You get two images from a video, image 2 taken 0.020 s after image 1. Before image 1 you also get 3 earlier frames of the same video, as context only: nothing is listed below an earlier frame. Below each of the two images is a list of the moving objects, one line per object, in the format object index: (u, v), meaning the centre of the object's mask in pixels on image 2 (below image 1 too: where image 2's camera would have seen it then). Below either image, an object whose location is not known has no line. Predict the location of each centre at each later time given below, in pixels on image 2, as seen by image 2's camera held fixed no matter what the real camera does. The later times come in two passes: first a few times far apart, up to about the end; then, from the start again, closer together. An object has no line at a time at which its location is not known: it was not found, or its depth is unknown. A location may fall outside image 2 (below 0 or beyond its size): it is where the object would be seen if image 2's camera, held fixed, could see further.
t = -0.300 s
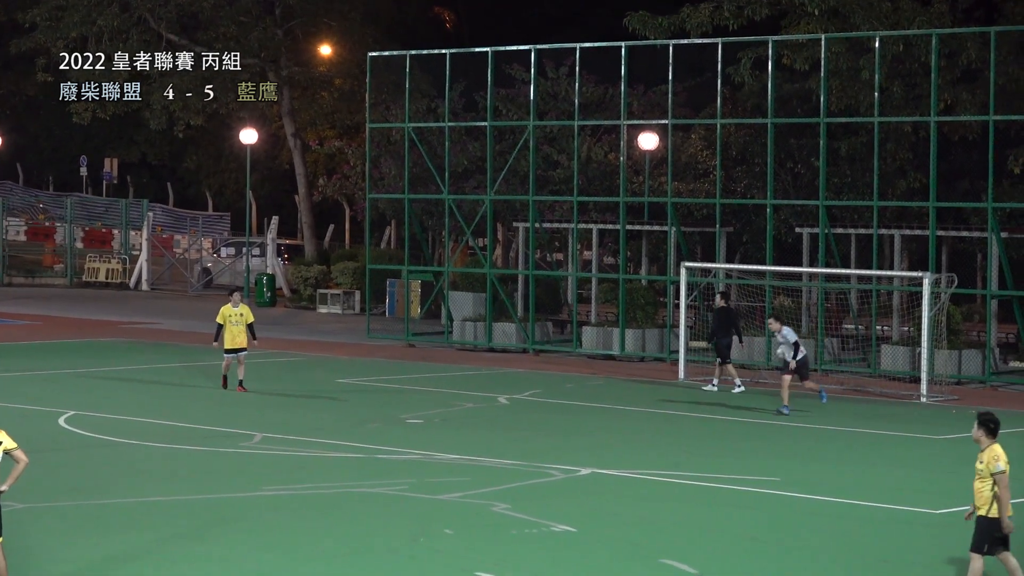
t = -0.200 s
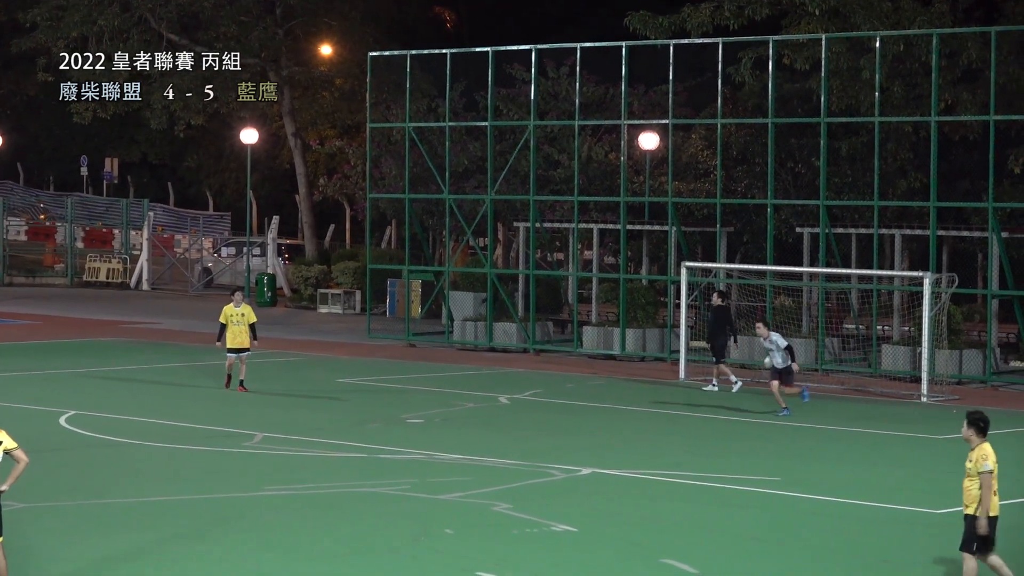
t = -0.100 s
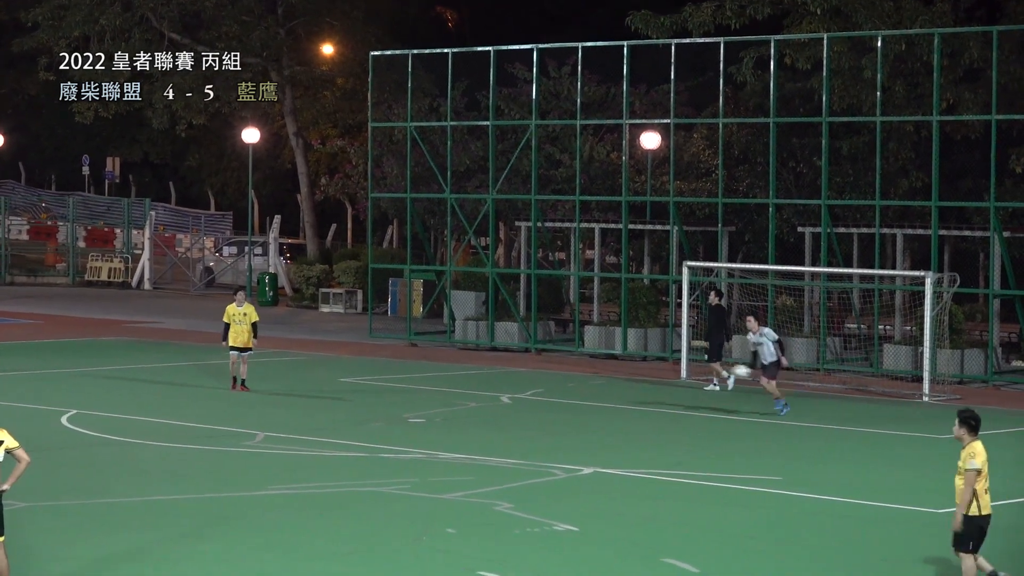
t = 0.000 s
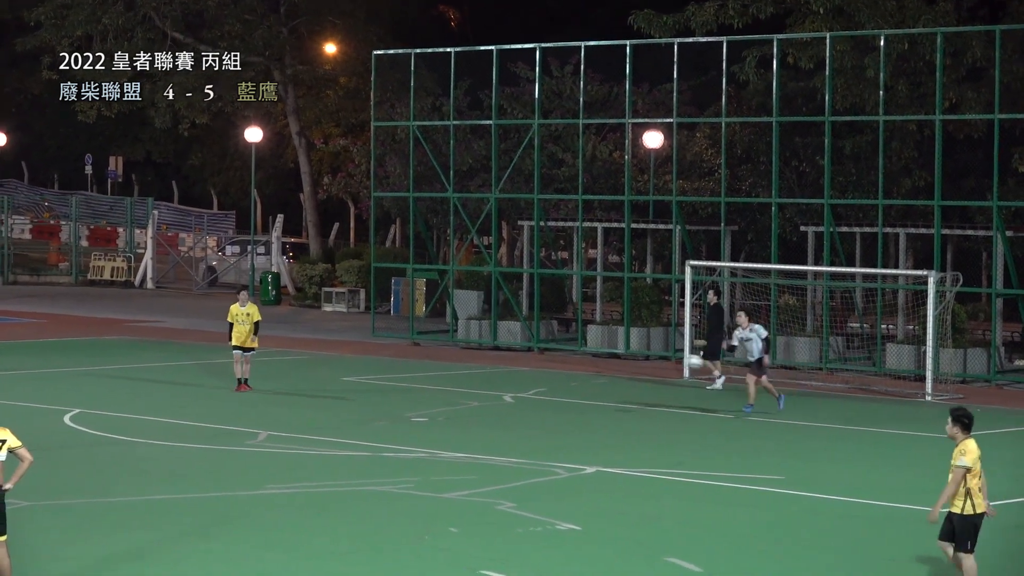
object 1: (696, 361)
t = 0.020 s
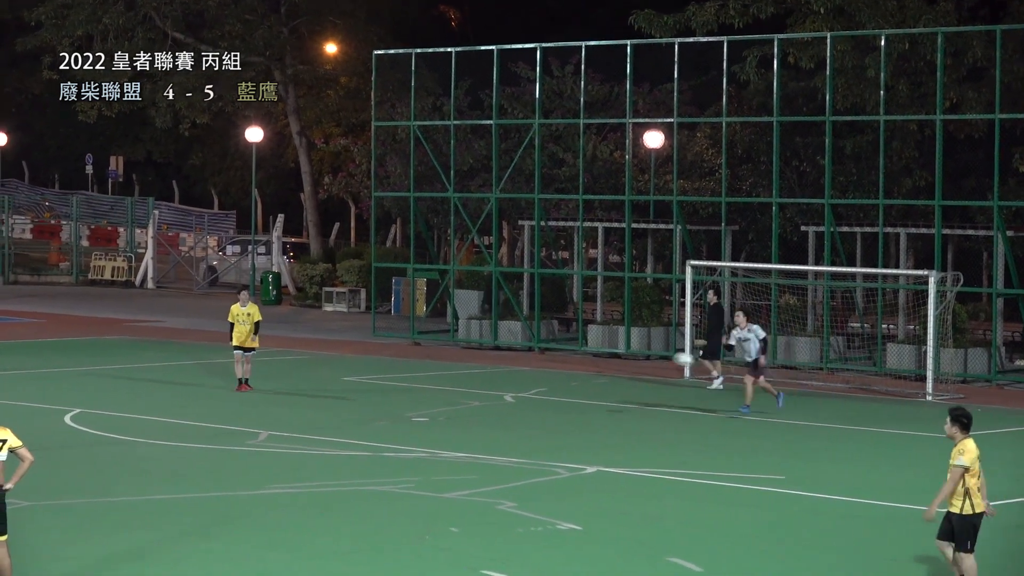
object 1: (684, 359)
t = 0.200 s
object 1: (587, 357)
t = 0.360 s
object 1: (497, 377)
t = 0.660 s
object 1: (336, 413)
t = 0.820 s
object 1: (268, 393)
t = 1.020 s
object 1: (181, 399)
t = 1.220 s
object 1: (94, 443)
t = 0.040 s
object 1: (673, 357)
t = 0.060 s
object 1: (663, 356)
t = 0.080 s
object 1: (652, 355)
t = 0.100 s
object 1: (642, 355)
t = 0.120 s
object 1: (631, 354)
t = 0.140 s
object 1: (620, 355)
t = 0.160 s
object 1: (609, 355)
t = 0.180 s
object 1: (598, 356)
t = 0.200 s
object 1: (587, 357)
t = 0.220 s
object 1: (576, 358)
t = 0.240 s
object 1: (565, 360)
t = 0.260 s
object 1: (554, 362)
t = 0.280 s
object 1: (542, 364)
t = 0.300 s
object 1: (531, 367)
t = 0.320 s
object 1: (520, 370)
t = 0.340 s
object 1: (509, 373)
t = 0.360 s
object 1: (497, 377)
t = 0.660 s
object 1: (336, 413)
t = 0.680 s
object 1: (328, 409)
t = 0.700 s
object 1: (319, 406)
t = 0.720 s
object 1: (310, 403)
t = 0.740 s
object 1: (302, 400)
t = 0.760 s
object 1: (293, 398)
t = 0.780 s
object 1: (285, 395)
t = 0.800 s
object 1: (276, 394)
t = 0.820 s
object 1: (268, 393)
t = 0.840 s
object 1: (259, 392)
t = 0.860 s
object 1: (251, 391)
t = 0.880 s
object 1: (242, 391)
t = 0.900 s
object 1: (232, 391)
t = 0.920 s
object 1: (224, 391)
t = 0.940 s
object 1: (216, 392)
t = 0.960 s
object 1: (208, 393)
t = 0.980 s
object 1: (199, 395)
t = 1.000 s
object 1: (190, 396)
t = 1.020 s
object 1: (181, 399)
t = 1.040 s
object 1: (172, 401)
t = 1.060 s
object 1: (163, 404)
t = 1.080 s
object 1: (155, 408)
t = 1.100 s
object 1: (146, 411)
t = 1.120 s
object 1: (137, 416)
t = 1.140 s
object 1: (128, 420)
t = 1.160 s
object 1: (120, 425)
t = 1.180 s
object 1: (111, 430)
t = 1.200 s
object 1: (103, 436)
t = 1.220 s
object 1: (94, 443)
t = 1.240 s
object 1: (85, 448)
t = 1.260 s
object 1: (76, 452)
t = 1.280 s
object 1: (68, 449)
